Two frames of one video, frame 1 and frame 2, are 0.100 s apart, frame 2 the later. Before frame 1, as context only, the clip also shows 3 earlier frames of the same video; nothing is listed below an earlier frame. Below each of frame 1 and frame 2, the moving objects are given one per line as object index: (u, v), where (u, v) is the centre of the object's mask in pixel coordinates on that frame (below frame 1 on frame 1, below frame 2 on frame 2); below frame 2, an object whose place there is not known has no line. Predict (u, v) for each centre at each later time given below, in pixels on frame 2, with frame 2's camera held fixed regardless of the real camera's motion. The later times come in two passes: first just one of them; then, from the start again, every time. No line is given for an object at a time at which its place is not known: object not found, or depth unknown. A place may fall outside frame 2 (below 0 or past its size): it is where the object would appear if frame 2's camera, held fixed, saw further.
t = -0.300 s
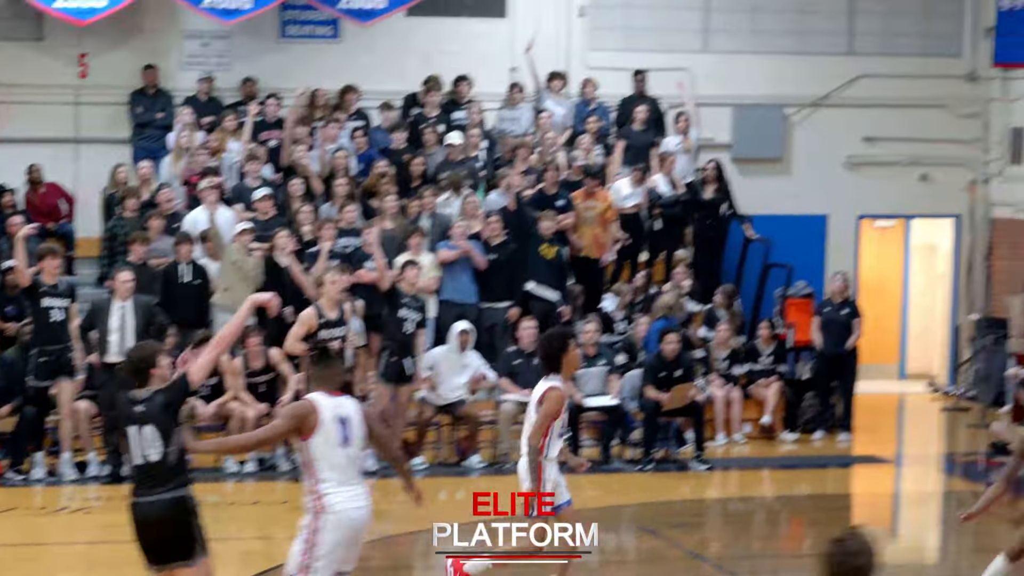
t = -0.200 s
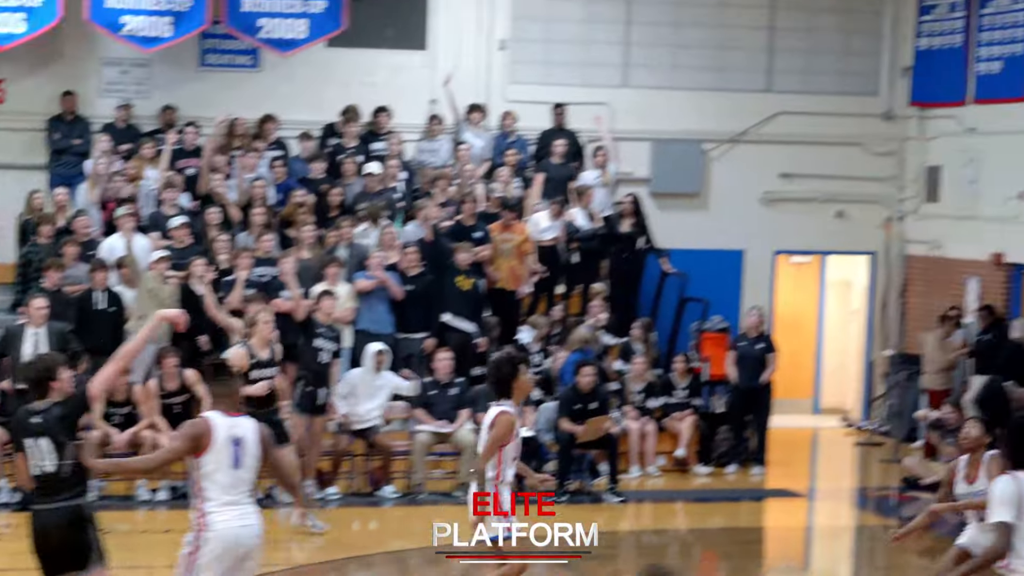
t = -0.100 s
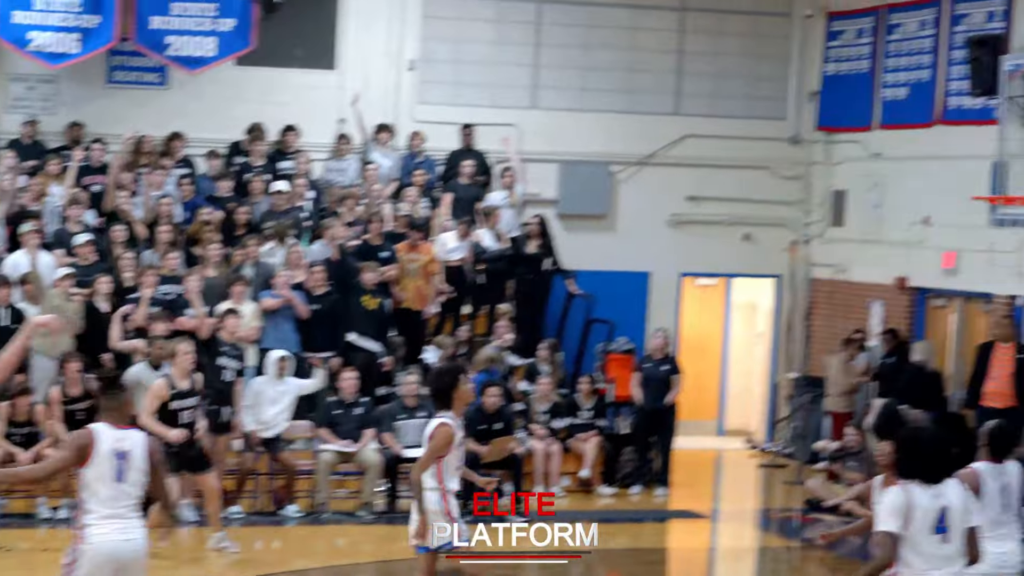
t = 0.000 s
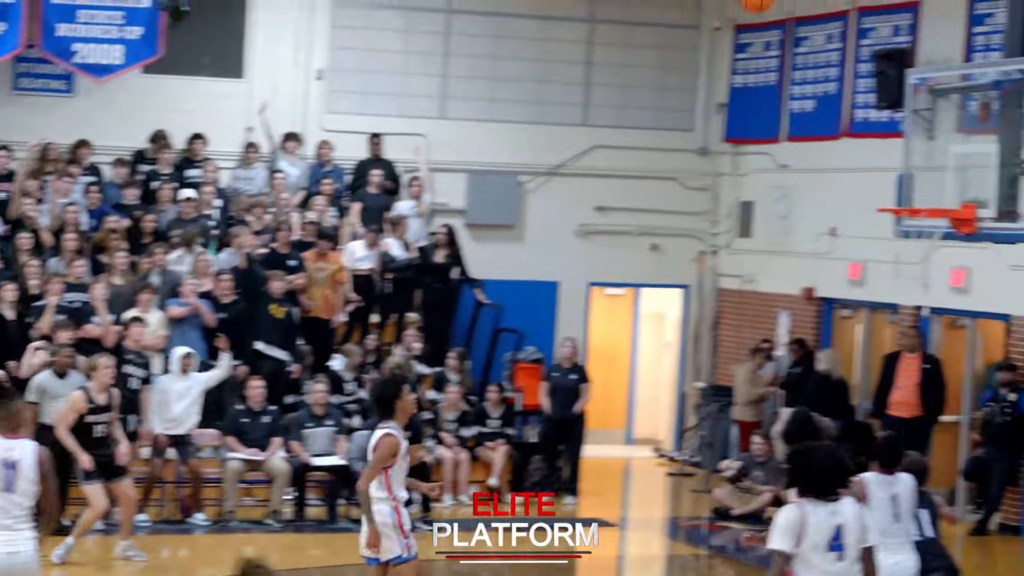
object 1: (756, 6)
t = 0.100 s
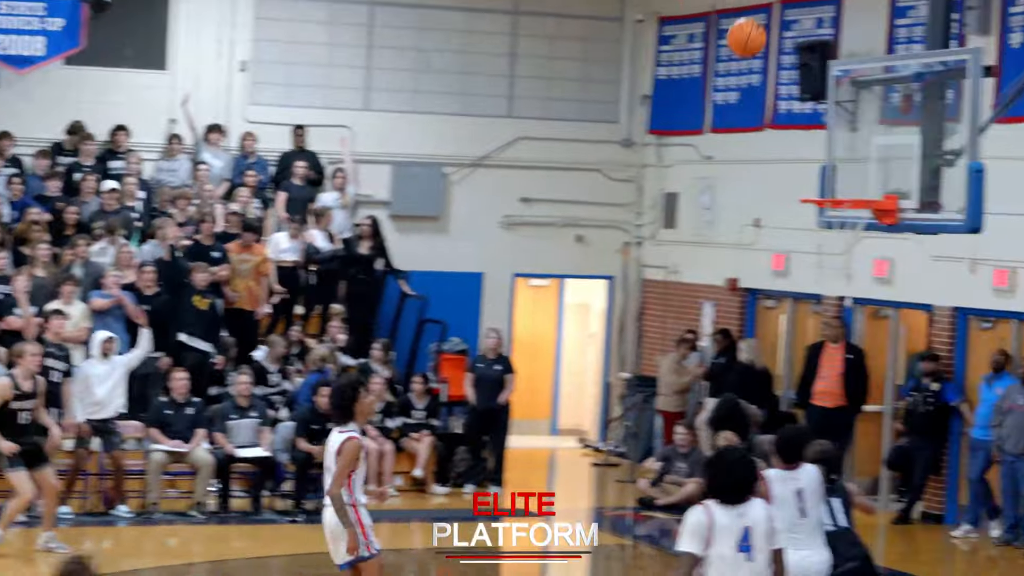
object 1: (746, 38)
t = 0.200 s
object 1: (807, 103)
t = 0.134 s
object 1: (767, 58)
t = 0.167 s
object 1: (787, 80)
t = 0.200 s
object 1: (807, 103)
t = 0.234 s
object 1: (827, 128)
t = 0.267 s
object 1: (845, 155)
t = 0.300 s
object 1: (865, 182)
